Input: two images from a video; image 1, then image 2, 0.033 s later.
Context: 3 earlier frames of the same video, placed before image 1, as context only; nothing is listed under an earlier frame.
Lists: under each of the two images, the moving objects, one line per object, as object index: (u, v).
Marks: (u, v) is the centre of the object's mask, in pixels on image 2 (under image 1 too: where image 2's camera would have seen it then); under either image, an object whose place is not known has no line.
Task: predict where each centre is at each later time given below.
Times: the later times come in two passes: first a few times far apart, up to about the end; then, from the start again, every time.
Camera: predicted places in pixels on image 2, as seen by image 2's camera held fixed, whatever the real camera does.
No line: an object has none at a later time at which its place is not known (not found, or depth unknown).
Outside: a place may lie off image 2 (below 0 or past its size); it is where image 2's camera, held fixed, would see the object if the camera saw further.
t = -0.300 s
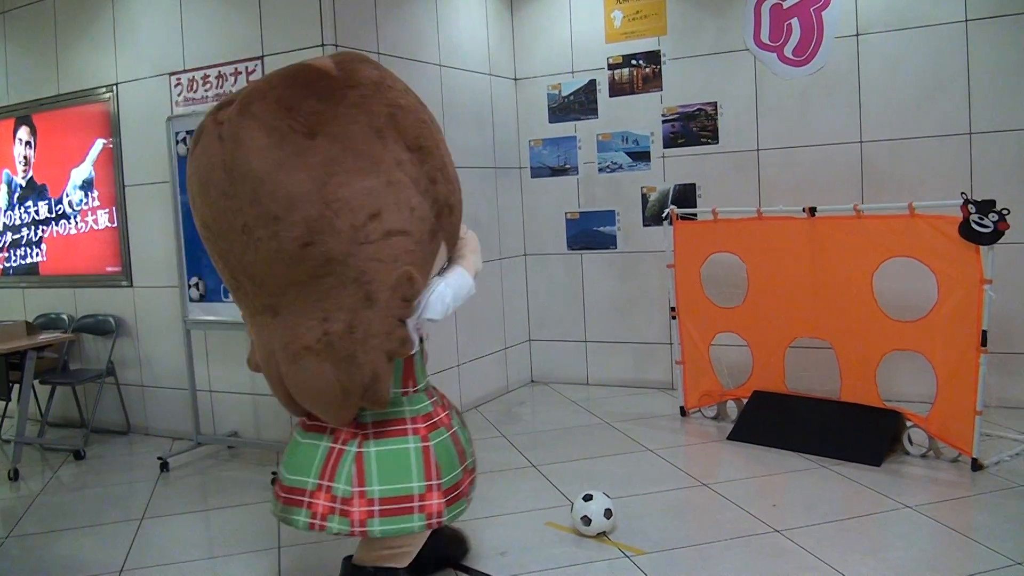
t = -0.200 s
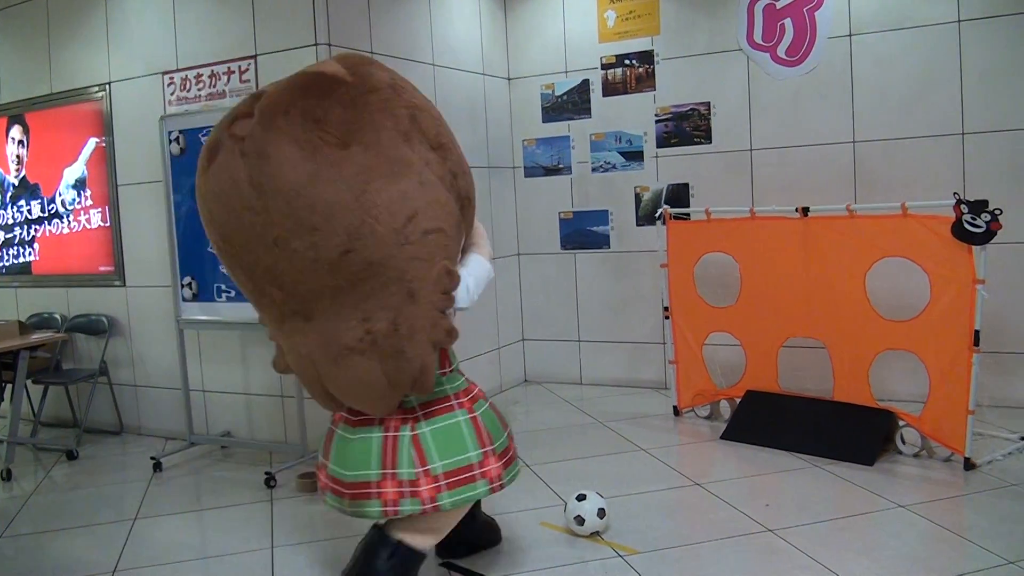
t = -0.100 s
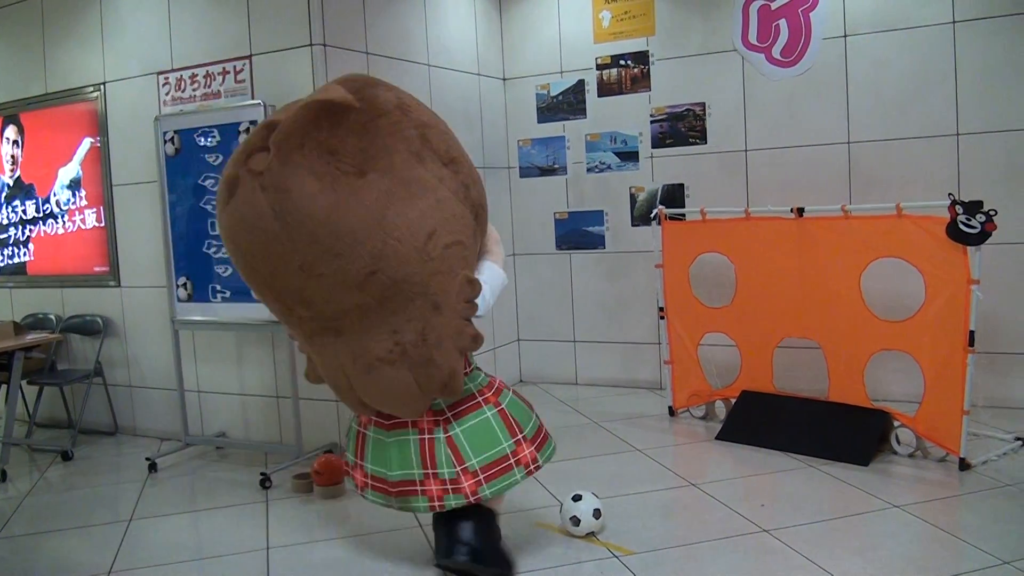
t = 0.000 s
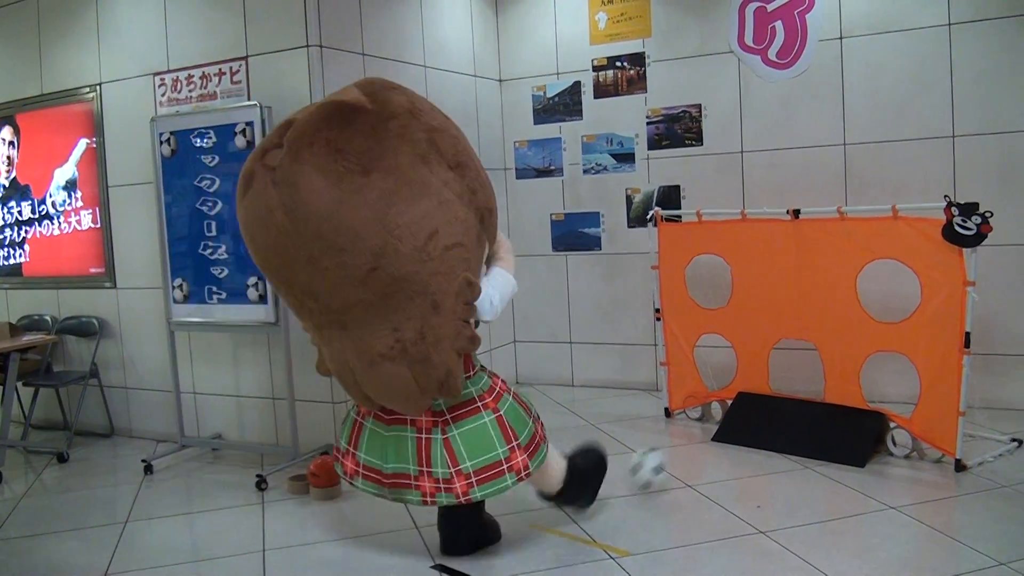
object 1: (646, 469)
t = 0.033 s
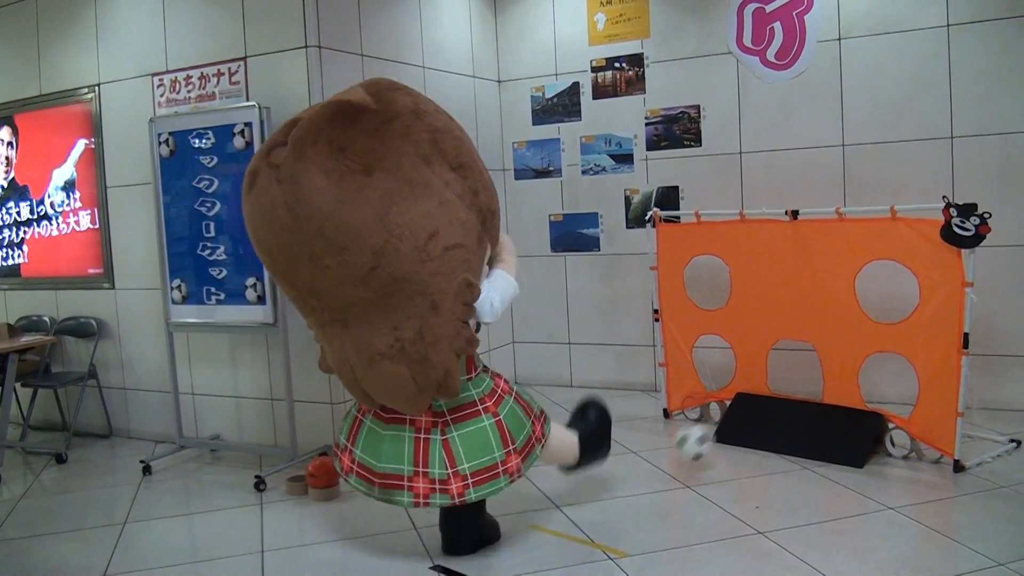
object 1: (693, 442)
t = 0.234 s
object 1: (750, 273)
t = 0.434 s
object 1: (697, 171)
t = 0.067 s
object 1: (732, 419)
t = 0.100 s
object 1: (762, 399)
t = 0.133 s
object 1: (766, 356)
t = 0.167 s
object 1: (764, 323)
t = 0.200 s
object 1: (757, 296)
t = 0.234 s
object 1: (750, 273)
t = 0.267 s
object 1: (741, 253)
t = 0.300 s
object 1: (732, 231)
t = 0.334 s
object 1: (724, 213)
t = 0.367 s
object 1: (715, 199)
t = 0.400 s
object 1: (704, 184)
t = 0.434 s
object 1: (697, 171)
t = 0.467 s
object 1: (689, 162)
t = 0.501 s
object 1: (679, 153)
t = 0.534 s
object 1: (671, 145)
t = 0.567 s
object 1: (663, 142)
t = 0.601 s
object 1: (654, 141)
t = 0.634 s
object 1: (646, 139)
